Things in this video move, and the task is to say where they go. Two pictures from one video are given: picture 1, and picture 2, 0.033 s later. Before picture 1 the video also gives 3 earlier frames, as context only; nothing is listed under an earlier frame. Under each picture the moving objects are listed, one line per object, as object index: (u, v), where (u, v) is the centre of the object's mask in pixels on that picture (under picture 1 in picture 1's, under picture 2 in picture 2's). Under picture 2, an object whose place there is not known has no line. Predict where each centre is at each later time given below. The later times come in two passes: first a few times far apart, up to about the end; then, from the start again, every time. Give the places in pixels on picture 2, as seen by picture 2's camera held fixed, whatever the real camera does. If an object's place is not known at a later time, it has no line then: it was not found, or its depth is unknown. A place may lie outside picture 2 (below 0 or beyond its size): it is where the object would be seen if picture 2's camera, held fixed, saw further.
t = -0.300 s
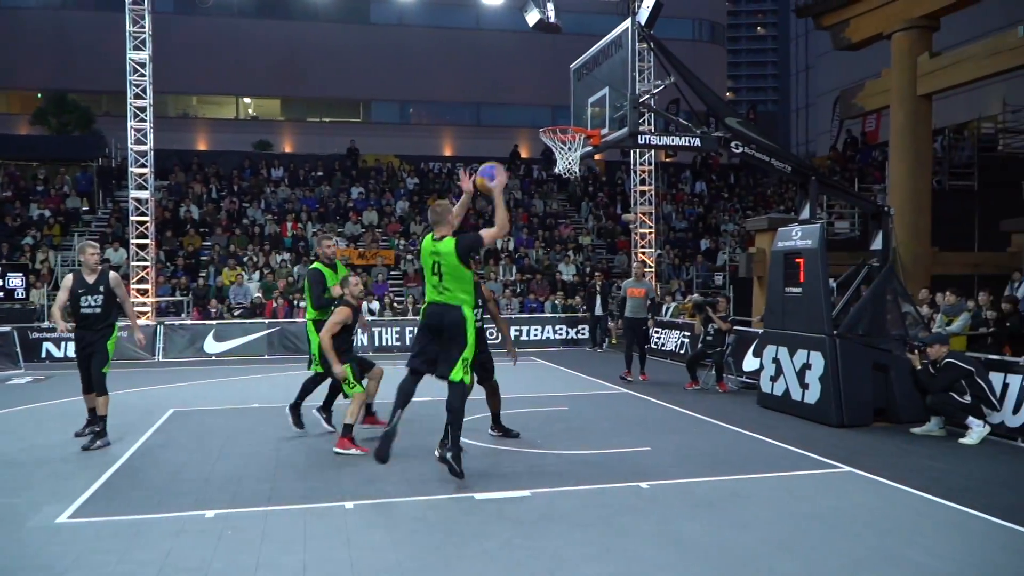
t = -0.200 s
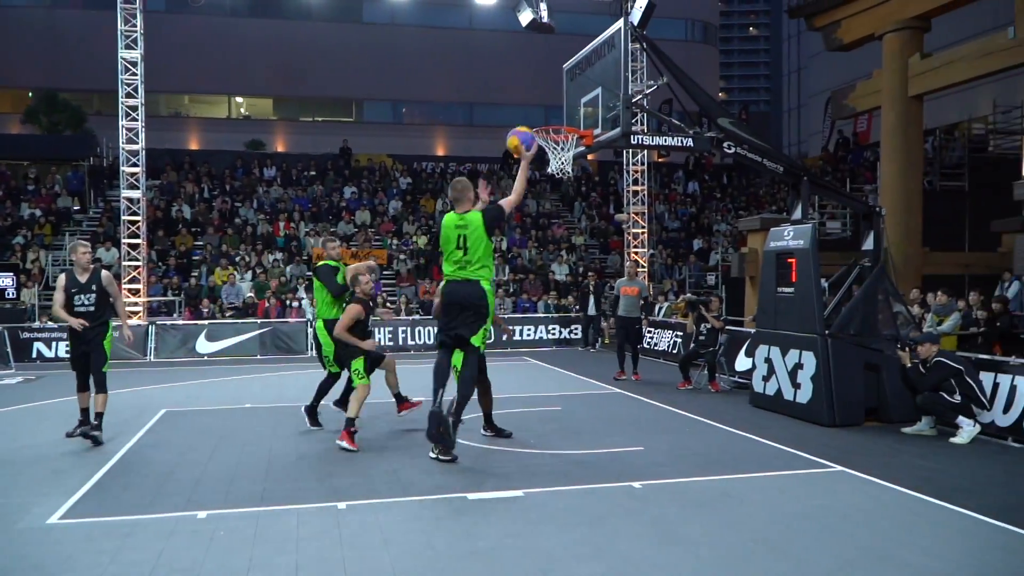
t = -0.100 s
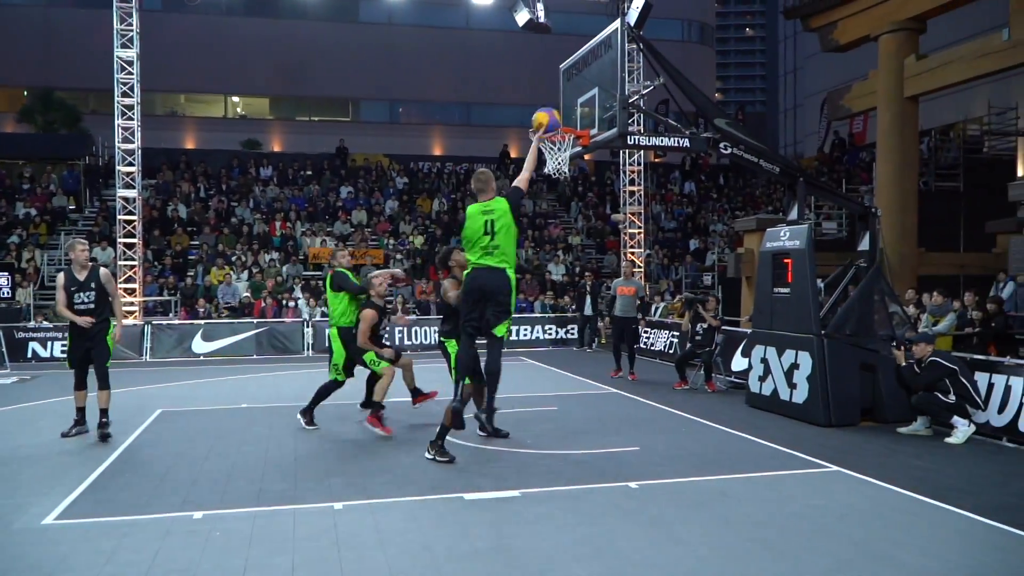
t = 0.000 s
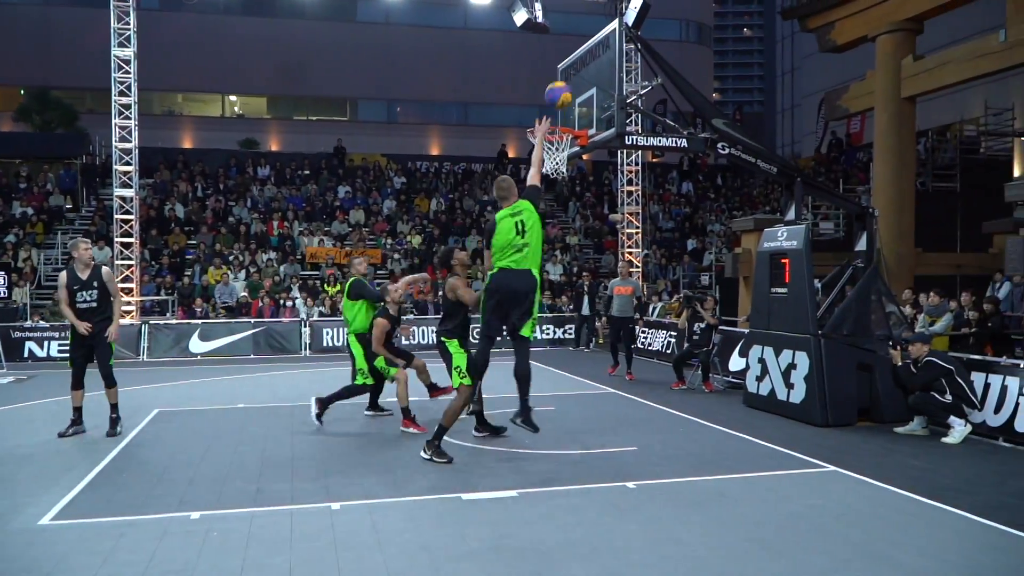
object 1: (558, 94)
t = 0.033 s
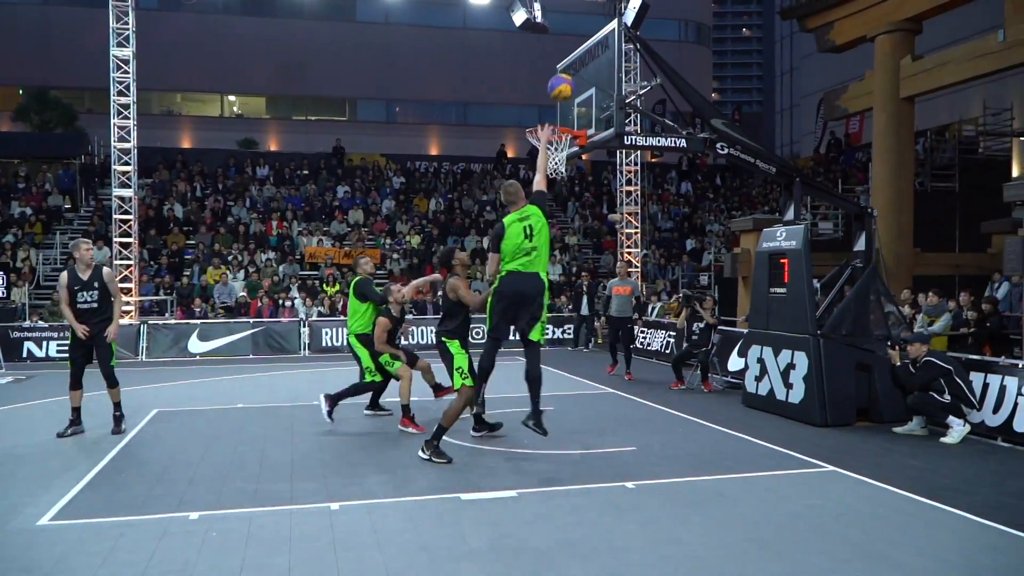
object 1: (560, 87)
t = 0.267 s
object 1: (585, 72)
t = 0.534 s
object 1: (559, 95)
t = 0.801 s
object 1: (545, 125)
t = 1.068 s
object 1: (561, 123)
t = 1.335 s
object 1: (530, 143)
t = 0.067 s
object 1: (564, 81)
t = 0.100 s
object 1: (568, 77)
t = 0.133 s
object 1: (572, 73)
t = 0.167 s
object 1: (575, 71)
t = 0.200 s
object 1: (578, 70)
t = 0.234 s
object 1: (582, 70)
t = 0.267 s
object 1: (585, 72)
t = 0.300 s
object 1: (588, 75)
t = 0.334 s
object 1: (591, 78)
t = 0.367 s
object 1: (592, 81)
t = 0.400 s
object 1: (585, 82)
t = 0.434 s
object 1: (578, 83)
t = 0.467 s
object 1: (572, 87)
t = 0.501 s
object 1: (565, 90)
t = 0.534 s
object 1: (559, 95)
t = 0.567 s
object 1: (552, 101)
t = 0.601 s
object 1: (545, 108)
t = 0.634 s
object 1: (540, 116)
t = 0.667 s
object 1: (537, 121)
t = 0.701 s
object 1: (538, 120)
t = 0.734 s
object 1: (540, 121)
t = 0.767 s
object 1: (542, 123)
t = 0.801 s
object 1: (545, 125)
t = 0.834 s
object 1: (546, 122)
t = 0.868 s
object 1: (549, 121)
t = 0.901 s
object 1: (551, 120)
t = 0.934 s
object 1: (554, 119)
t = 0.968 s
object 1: (556, 119)
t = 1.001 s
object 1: (559, 120)
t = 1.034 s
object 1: (561, 122)
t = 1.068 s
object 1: (561, 123)
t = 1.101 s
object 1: (557, 123)
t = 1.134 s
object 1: (553, 124)
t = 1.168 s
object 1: (551, 127)
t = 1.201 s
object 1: (546, 128)
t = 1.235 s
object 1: (537, 137)
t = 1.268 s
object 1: (537, 140)
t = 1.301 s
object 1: (532, 142)
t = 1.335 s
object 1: (530, 143)
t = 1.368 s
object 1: (529, 143)
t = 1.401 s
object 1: (530, 142)
